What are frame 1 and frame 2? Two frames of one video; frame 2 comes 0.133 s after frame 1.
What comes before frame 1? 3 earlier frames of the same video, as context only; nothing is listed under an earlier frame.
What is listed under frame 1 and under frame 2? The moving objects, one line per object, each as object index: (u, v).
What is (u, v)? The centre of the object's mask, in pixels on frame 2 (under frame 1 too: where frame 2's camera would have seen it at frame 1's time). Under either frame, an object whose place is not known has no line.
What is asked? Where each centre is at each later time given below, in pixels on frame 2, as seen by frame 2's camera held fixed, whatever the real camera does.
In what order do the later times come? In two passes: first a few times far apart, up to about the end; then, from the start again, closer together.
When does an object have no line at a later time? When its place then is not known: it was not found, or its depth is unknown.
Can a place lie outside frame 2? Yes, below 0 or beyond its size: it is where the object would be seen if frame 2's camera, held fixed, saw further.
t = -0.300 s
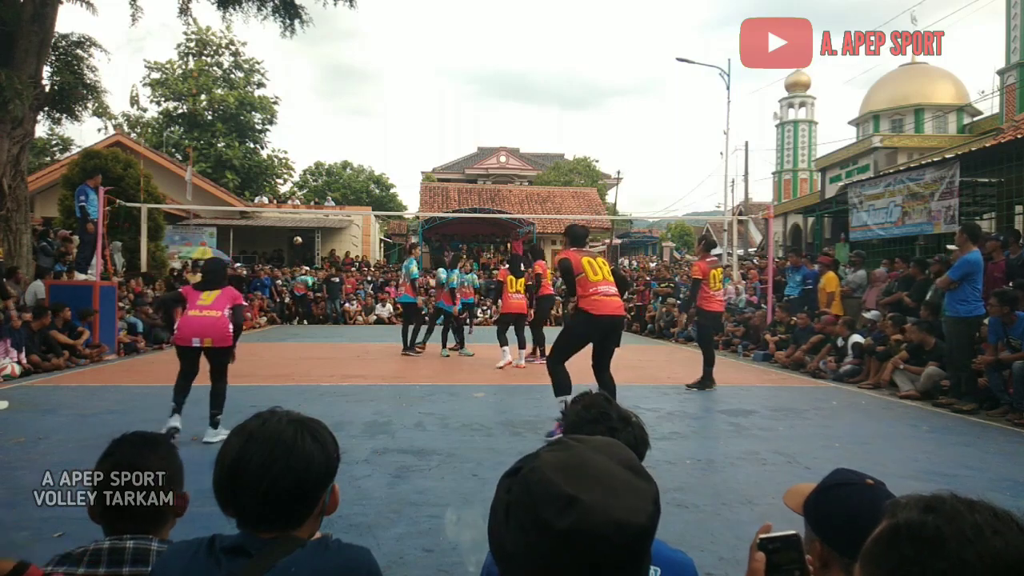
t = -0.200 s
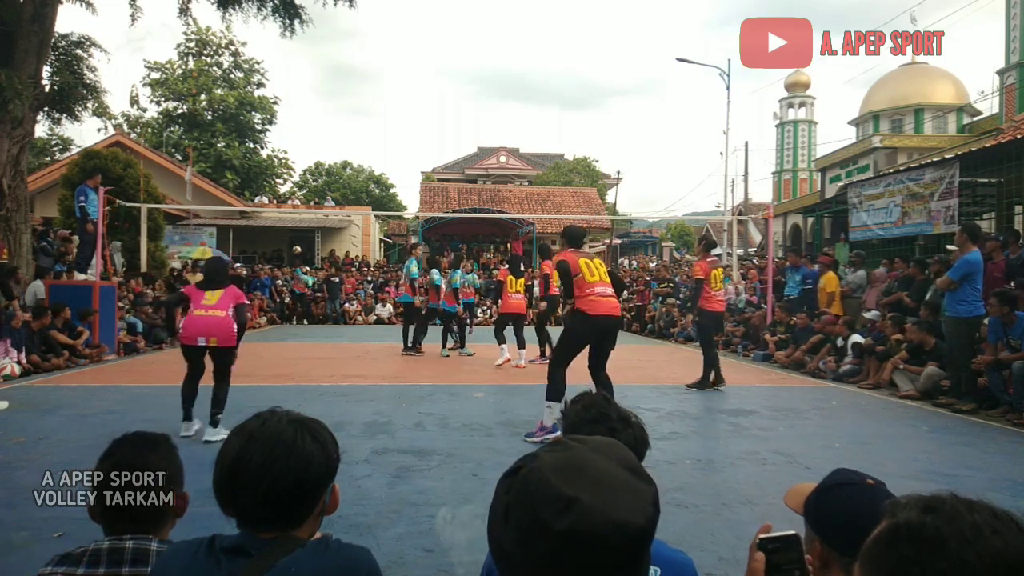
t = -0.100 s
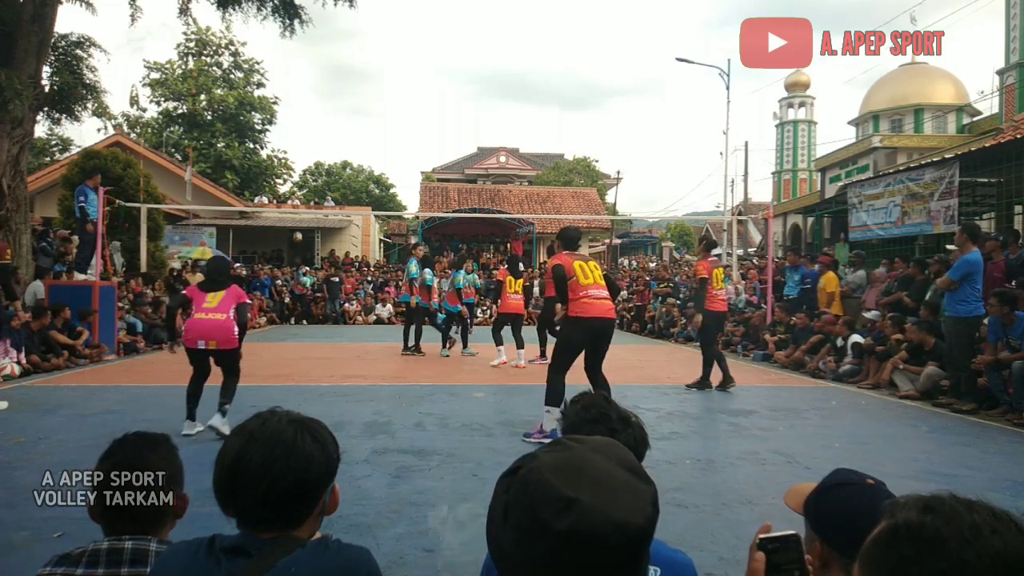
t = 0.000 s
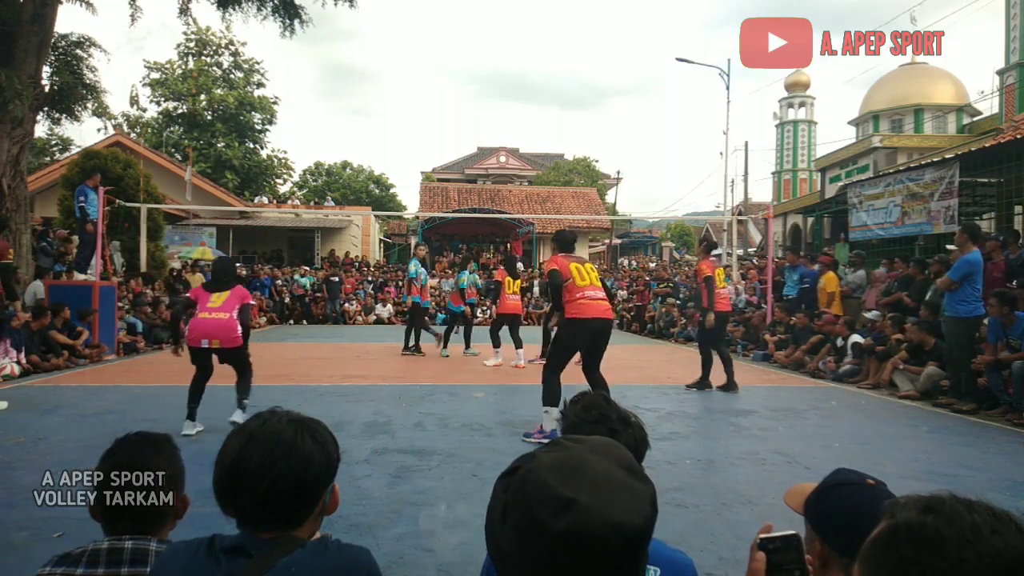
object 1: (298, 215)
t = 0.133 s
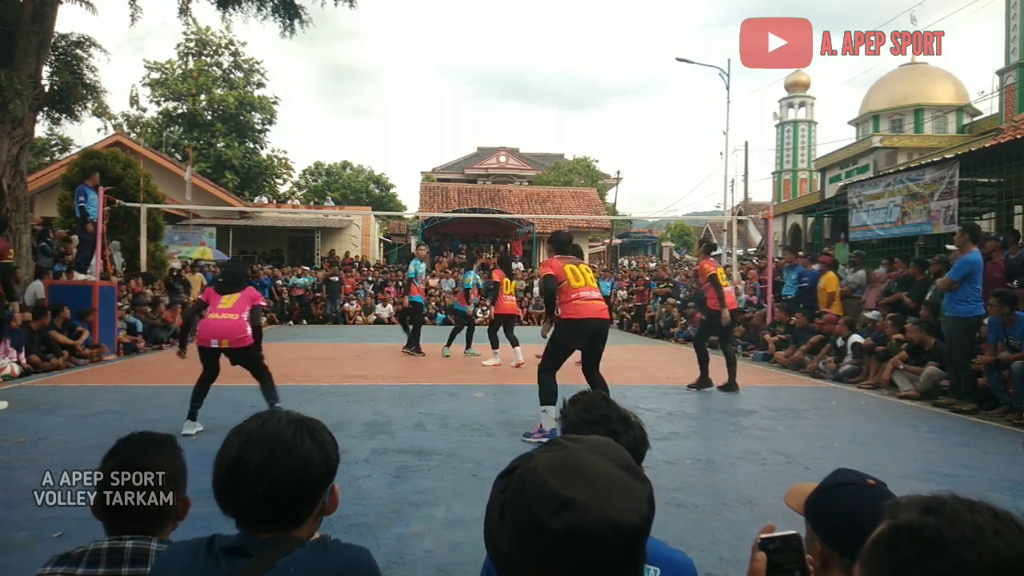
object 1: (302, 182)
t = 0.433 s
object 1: (309, 133)
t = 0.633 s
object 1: (322, 118)
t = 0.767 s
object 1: (332, 120)
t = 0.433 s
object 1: (309, 133)
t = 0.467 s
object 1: (311, 129)
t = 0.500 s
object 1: (313, 125)
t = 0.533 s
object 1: (315, 123)
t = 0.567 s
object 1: (317, 120)
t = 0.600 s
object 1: (320, 119)
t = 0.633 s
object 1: (322, 118)
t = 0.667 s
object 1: (325, 117)
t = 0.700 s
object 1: (328, 117)
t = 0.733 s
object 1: (330, 118)
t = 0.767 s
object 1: (332, 120)
